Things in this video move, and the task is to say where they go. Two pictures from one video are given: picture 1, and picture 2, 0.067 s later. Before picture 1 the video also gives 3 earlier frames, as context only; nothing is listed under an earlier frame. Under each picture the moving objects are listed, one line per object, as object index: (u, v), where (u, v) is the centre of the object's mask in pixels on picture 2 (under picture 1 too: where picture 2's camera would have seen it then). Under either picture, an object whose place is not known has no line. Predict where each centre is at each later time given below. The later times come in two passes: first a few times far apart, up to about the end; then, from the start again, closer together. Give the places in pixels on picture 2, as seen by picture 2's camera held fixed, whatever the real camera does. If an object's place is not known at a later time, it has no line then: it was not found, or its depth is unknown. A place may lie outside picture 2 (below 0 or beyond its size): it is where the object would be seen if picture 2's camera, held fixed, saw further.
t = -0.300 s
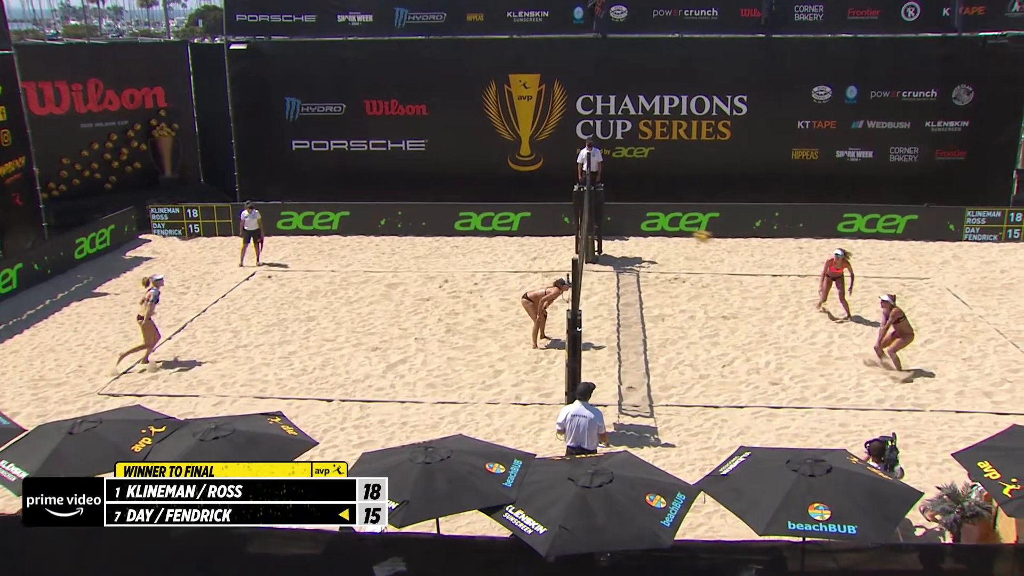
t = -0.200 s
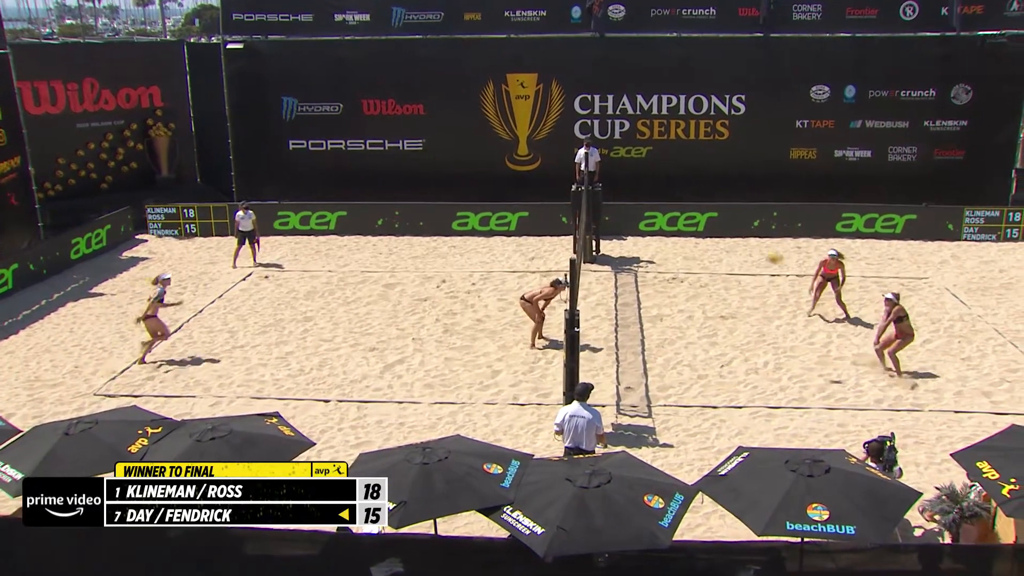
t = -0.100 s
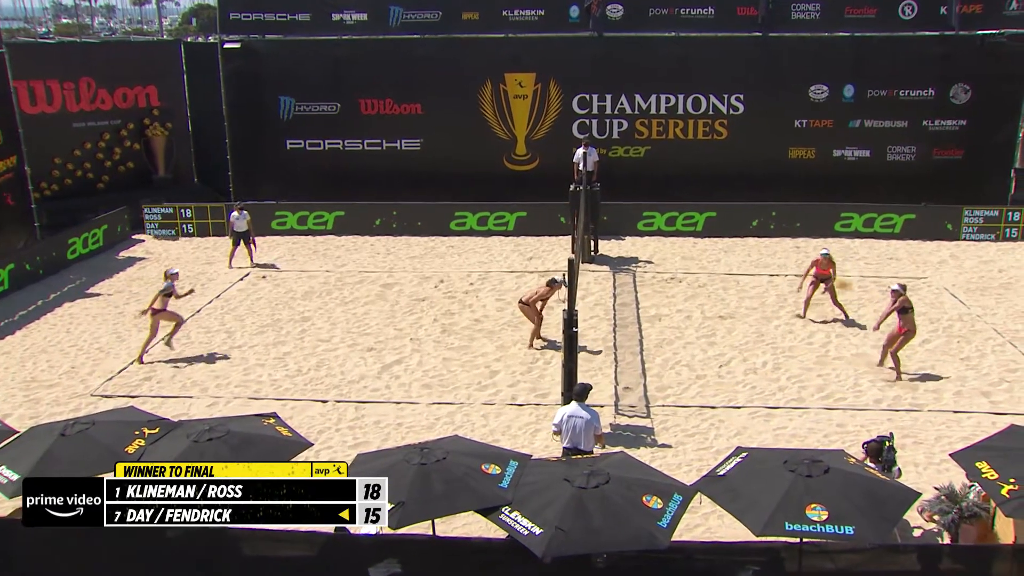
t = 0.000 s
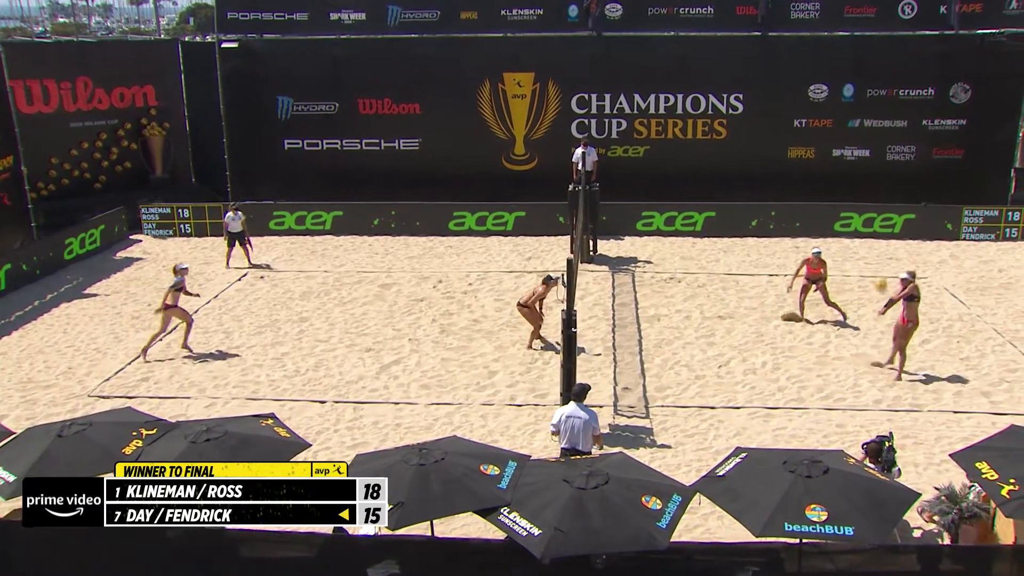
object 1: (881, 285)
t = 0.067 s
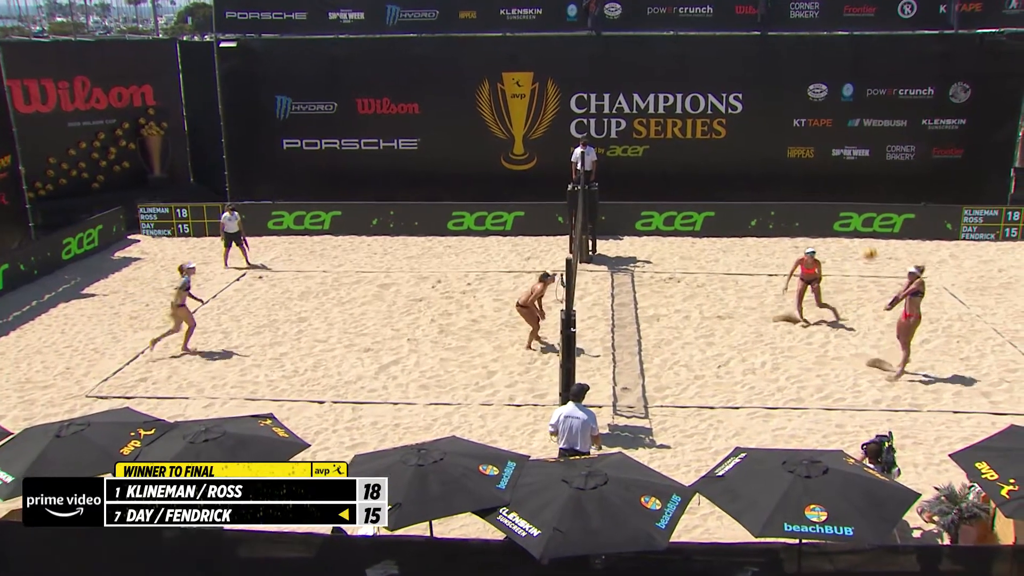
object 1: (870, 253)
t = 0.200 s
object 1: (848, 198)
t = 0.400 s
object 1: (816, 138)
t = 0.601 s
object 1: (783, 100)
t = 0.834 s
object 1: (742, 87)
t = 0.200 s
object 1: (848, 198)
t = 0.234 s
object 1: (844, 188)
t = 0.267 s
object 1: (838, 176)
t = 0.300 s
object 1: (833, 165)
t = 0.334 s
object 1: (827, 155)
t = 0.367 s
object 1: (822, 146)
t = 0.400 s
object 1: (816, 138)
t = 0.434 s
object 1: (811, 130)
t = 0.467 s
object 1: (804, 123)
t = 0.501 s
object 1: (800, 116)
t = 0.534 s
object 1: (794, 110)
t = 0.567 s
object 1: (788, 105)
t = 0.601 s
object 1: (783, 100)
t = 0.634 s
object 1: (777, 96)
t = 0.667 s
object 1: (771, 93)
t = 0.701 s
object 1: (765, 91)
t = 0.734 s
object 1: (760, 89)
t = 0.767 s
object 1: (754, 87)
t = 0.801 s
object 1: (748, 86)
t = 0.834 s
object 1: (742, 87)
